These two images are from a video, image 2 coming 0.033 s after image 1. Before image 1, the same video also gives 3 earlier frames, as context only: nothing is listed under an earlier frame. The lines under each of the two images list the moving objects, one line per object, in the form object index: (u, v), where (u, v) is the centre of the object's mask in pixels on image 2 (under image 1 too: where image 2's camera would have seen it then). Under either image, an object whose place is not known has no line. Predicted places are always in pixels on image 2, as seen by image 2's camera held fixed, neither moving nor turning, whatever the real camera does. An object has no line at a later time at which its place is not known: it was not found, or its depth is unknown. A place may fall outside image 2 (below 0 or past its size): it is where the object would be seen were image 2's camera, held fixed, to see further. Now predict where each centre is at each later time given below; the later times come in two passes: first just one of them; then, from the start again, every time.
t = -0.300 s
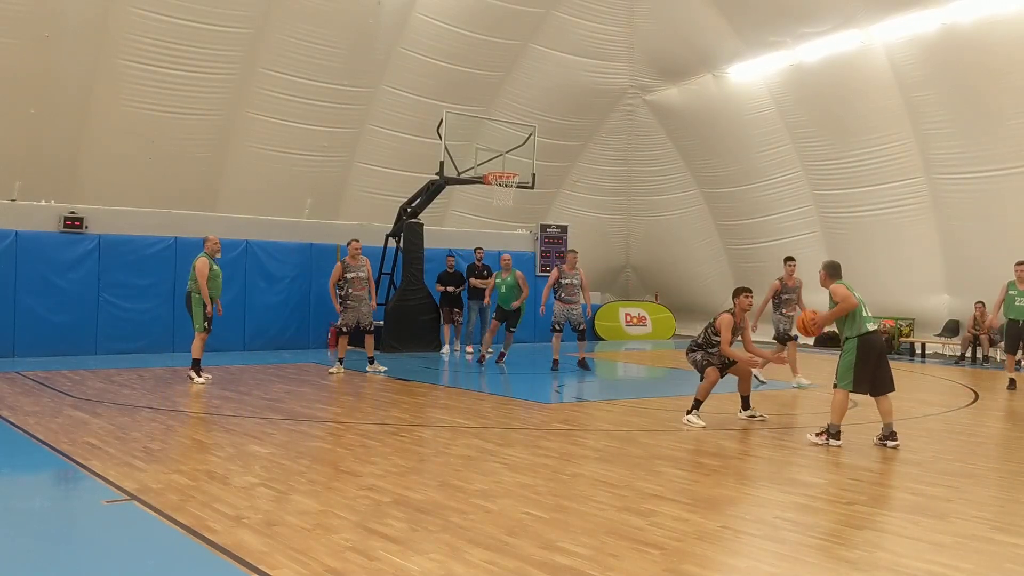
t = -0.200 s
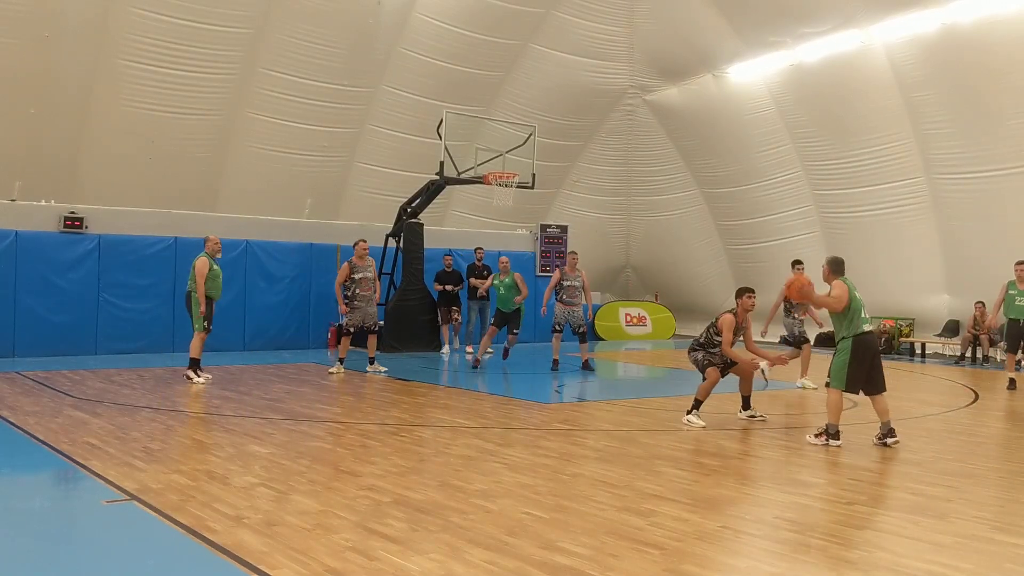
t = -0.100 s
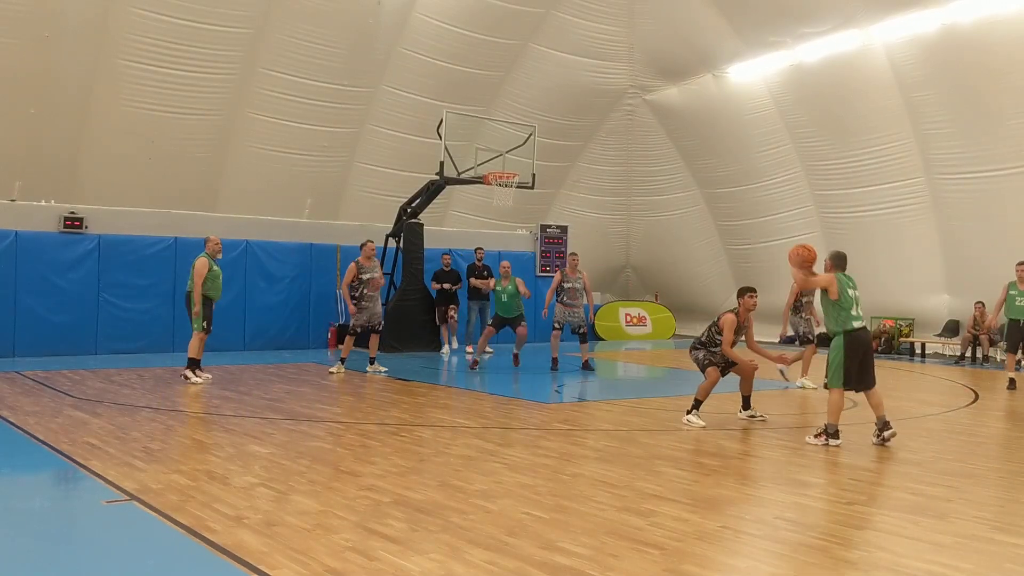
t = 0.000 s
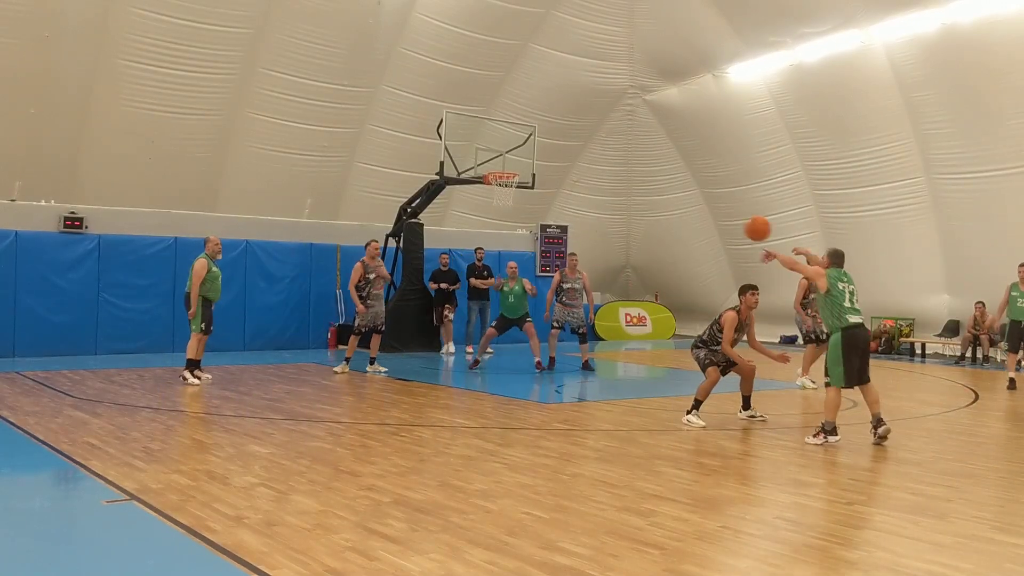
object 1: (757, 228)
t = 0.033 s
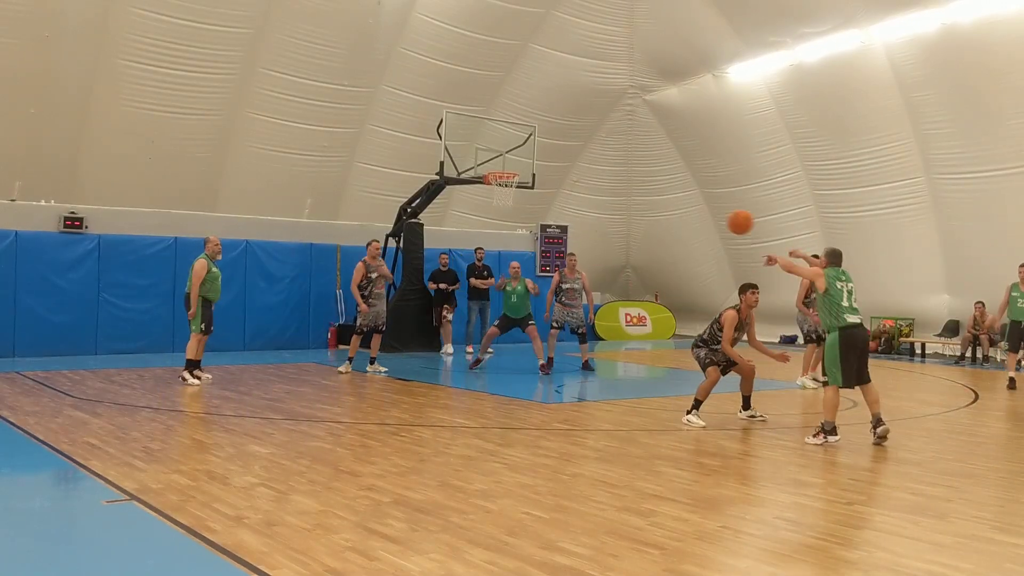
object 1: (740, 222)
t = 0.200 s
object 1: (664, 208)
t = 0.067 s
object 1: (723, 217)
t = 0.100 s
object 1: (707, 213)
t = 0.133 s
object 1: (692, 210)
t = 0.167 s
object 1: (678, 208)
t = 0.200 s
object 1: (664, 208)
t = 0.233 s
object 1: (651, 209)
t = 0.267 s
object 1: (638, 210)
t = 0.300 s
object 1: (625, 212)
